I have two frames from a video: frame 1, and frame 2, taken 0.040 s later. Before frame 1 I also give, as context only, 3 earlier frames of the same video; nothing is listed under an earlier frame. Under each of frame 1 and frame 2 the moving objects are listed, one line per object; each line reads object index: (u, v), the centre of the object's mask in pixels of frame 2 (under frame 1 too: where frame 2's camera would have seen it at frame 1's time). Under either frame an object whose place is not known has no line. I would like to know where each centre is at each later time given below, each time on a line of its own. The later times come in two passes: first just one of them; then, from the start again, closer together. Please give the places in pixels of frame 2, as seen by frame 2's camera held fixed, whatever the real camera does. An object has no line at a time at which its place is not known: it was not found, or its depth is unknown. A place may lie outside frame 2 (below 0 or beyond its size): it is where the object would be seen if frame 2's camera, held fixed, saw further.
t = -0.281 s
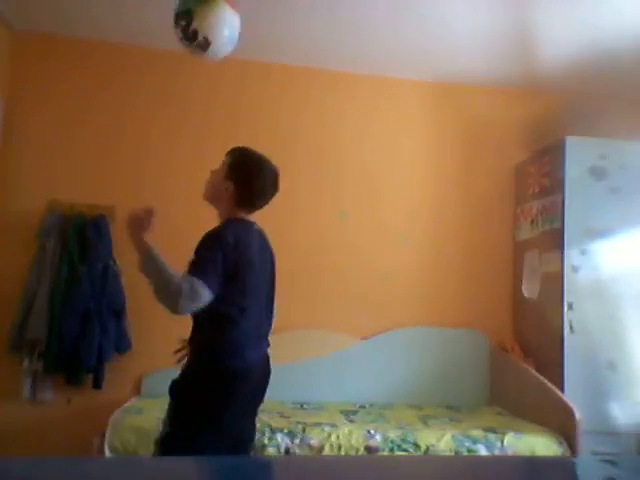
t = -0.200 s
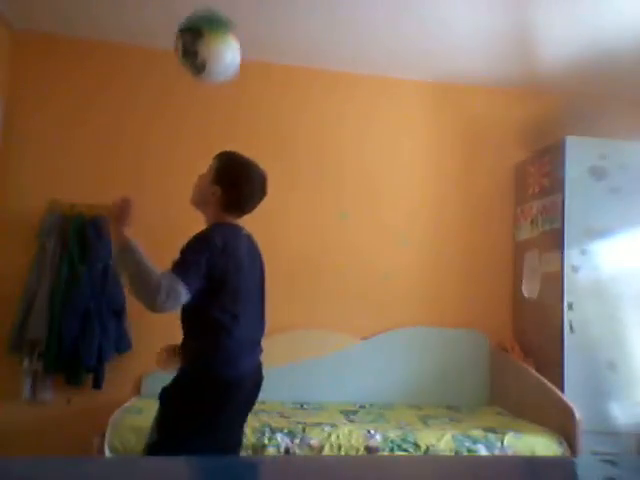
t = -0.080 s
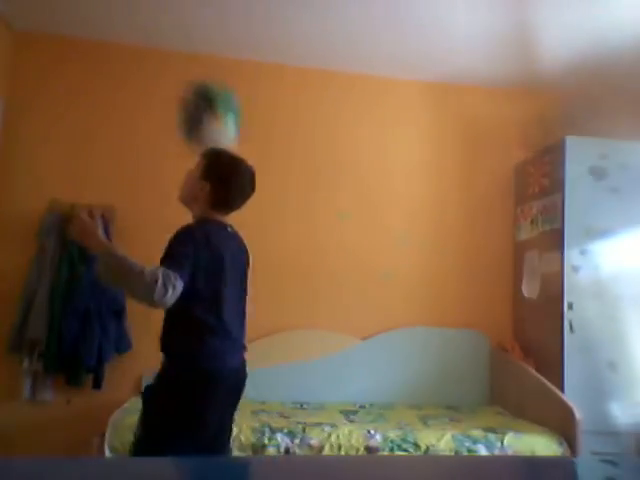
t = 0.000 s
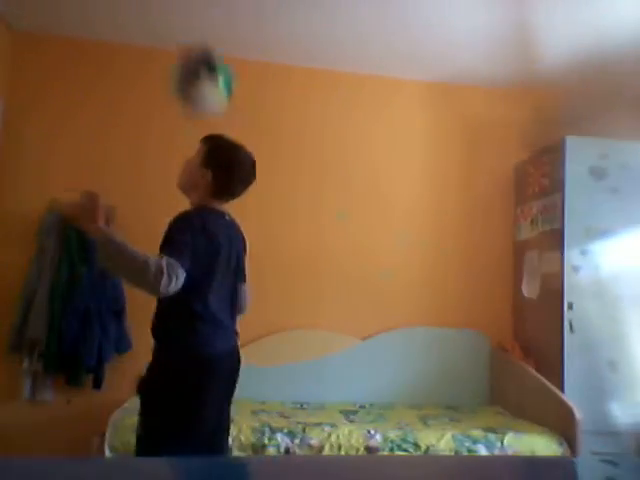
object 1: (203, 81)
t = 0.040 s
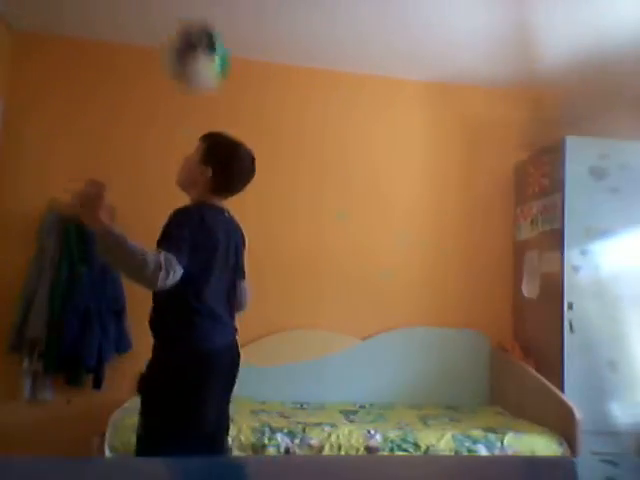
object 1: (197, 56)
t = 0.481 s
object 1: (136, 62)
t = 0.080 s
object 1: (193, 36)
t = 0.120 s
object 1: (188, 24)
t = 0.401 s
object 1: (151, 25)
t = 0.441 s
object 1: (145, 40)
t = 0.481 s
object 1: (136, 62)
